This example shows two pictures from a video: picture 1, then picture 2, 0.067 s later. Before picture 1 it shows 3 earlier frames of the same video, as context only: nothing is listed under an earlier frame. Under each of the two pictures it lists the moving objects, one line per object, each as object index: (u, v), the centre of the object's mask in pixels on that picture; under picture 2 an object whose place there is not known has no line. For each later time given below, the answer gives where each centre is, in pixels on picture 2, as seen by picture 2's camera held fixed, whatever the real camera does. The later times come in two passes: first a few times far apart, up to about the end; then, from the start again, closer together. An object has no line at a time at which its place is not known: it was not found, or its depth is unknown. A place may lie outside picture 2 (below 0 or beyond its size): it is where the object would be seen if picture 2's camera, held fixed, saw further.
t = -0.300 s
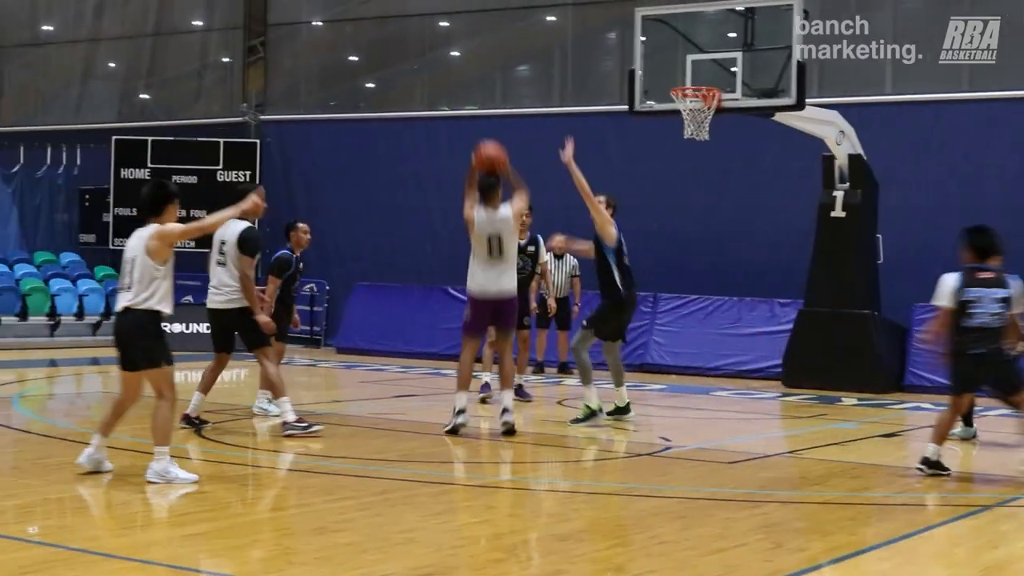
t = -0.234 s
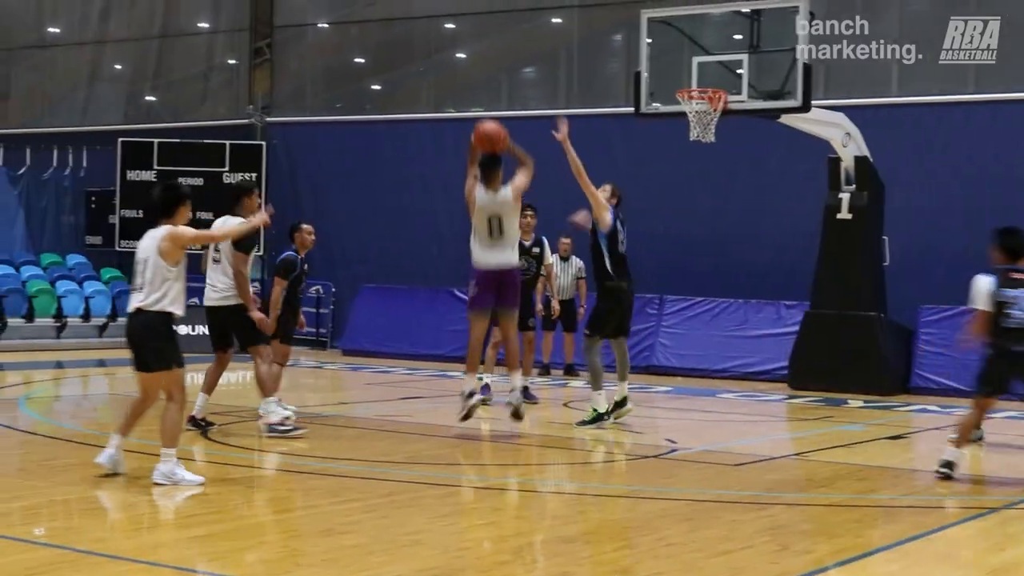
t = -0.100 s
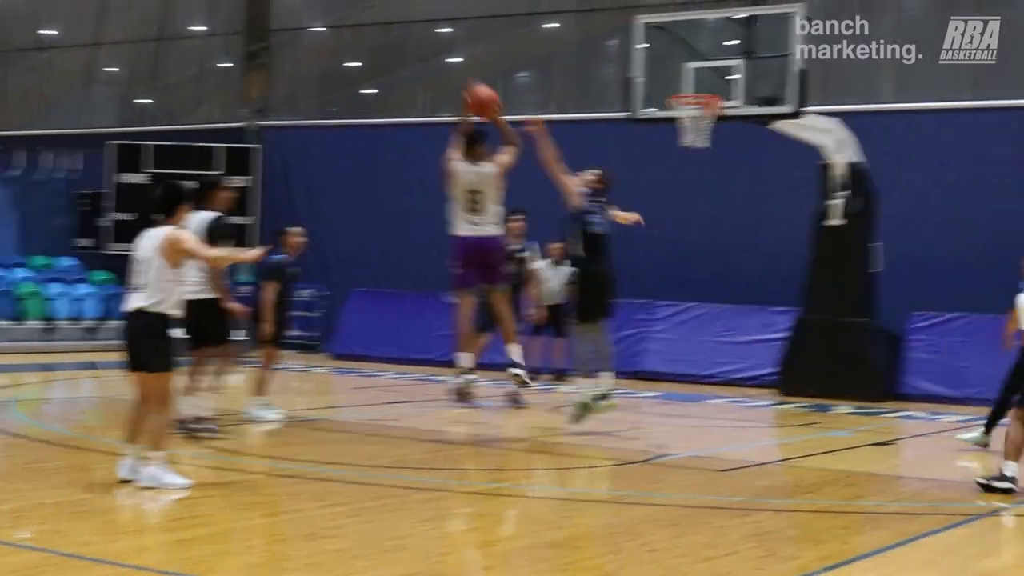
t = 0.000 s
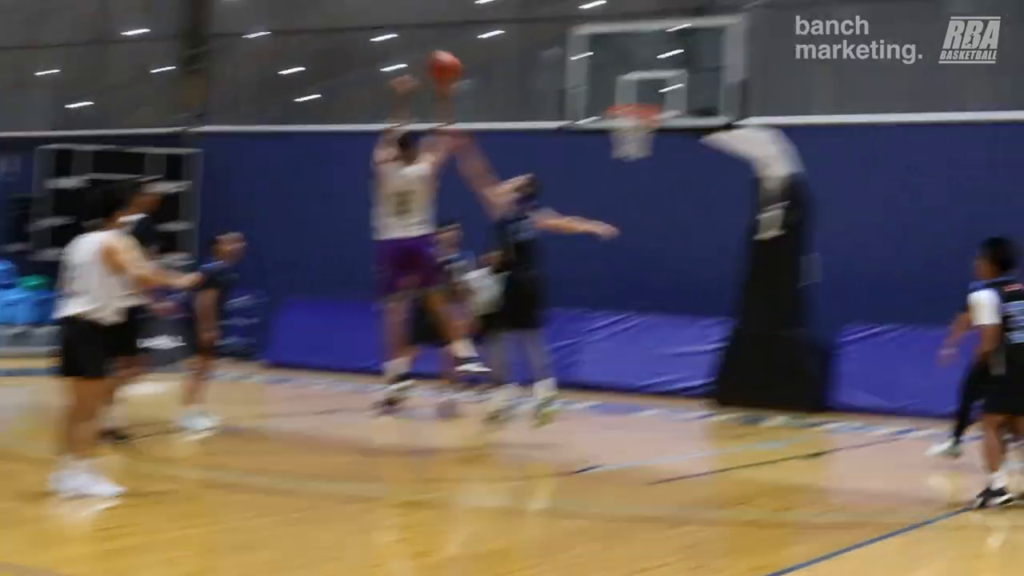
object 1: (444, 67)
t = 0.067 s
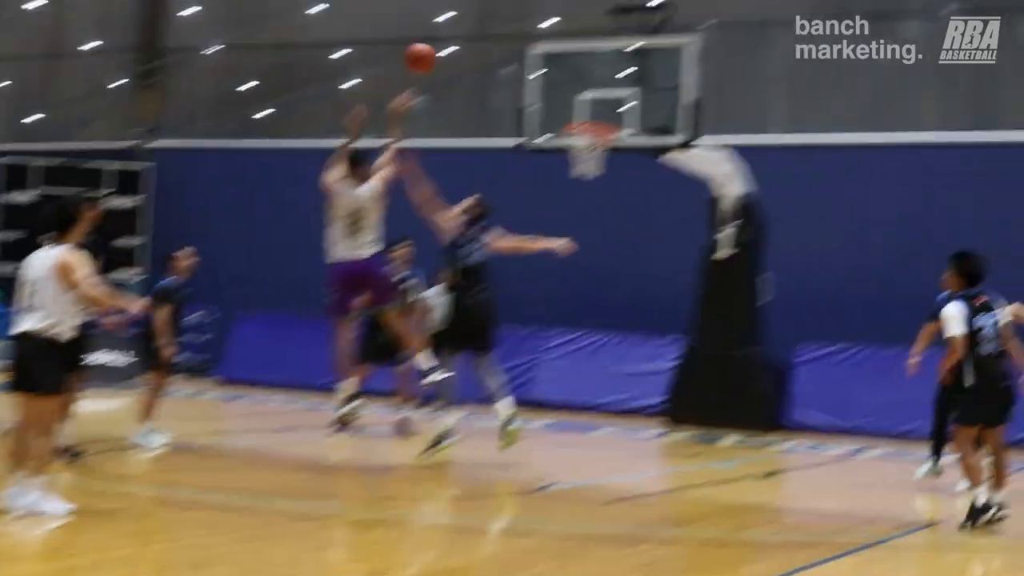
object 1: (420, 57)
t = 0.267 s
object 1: (471, 18)
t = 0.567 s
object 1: (533, 44)
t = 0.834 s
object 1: (579, 120)
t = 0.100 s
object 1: (428, 47)
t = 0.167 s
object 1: (446, 32)
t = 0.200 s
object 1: (454, 26)
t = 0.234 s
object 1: (463, 21)
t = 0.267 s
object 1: (471, 18)
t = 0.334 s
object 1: (486, 15)
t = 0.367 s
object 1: (493, 16)
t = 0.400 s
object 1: (500, 18)
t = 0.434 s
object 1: (507, 21)
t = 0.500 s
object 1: (521, 30)
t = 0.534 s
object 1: (527, 36)
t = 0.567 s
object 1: (533, 44)
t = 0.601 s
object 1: (539, 52)
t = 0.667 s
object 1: (552, 72)
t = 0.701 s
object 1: (557, 83)
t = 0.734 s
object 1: (562, 95)
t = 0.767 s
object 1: (567, 106)
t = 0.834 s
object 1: (579, 120)
